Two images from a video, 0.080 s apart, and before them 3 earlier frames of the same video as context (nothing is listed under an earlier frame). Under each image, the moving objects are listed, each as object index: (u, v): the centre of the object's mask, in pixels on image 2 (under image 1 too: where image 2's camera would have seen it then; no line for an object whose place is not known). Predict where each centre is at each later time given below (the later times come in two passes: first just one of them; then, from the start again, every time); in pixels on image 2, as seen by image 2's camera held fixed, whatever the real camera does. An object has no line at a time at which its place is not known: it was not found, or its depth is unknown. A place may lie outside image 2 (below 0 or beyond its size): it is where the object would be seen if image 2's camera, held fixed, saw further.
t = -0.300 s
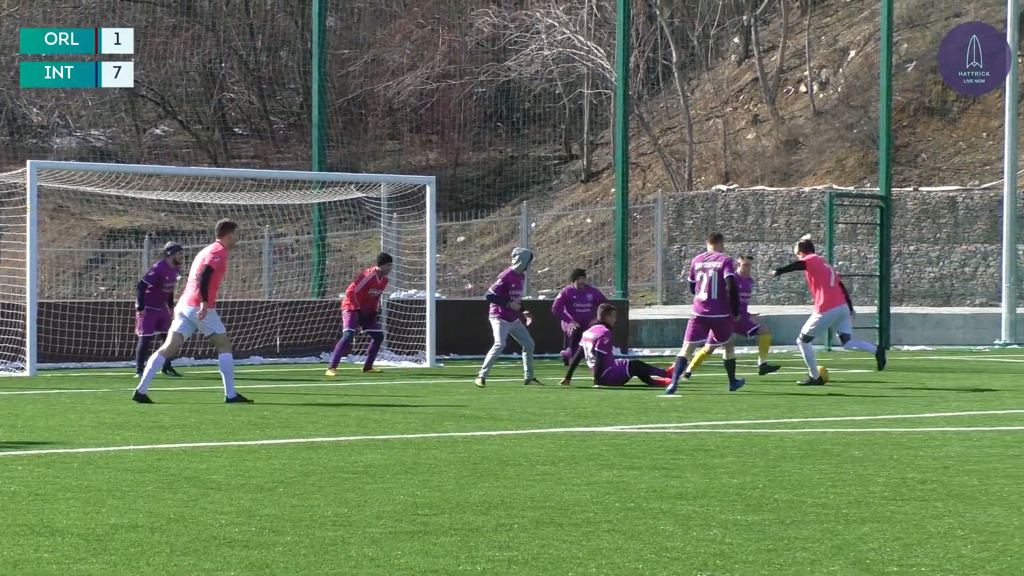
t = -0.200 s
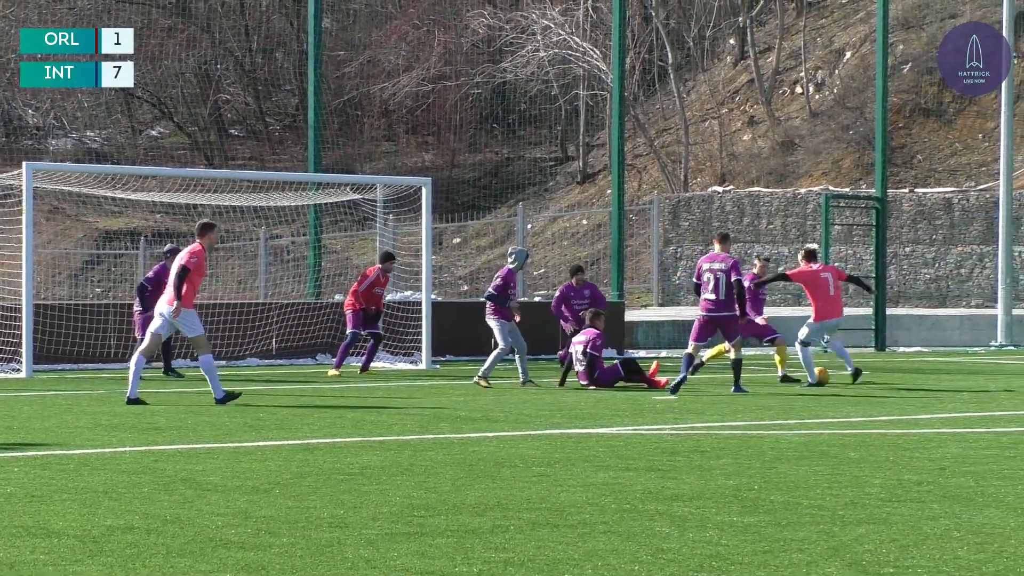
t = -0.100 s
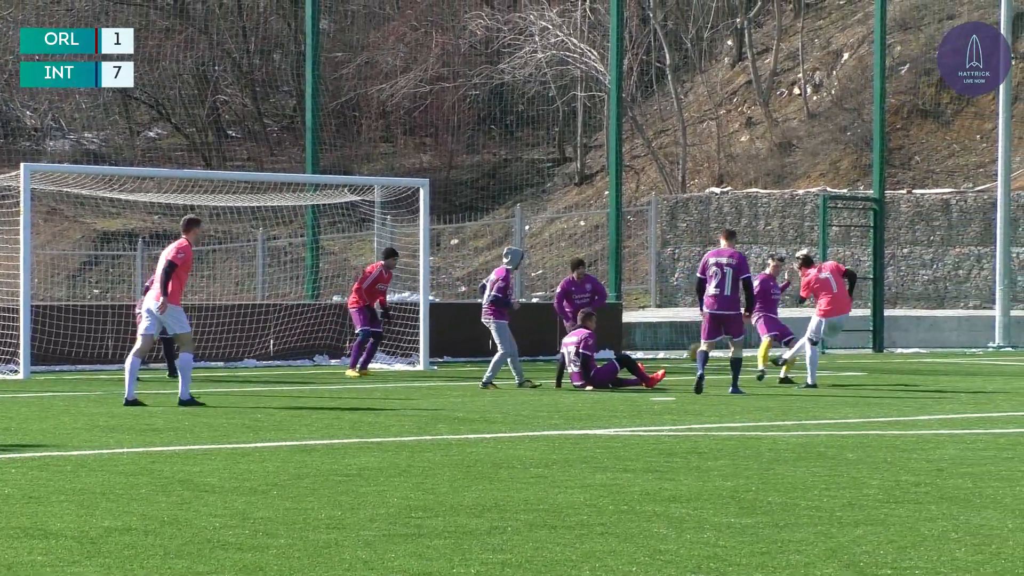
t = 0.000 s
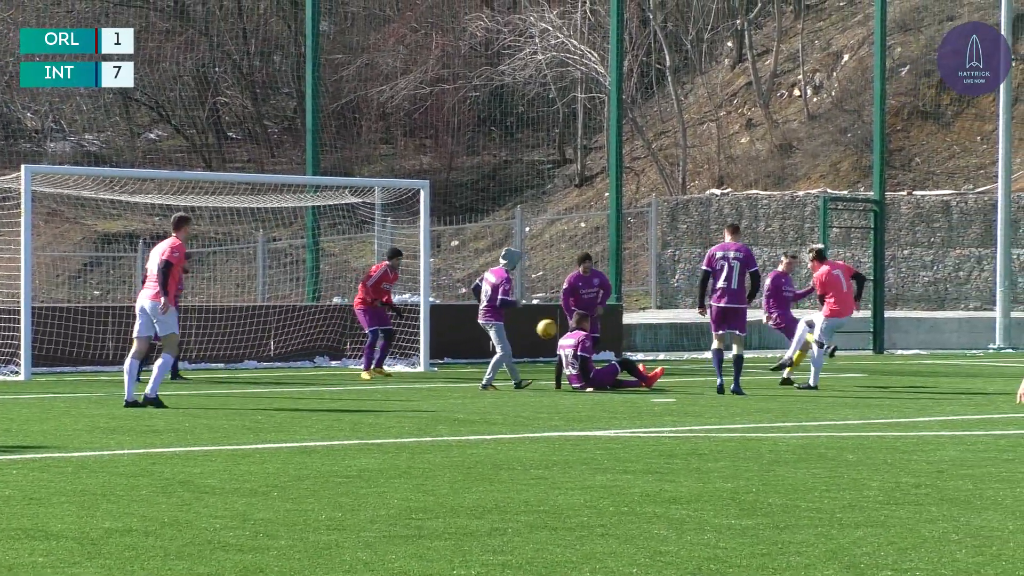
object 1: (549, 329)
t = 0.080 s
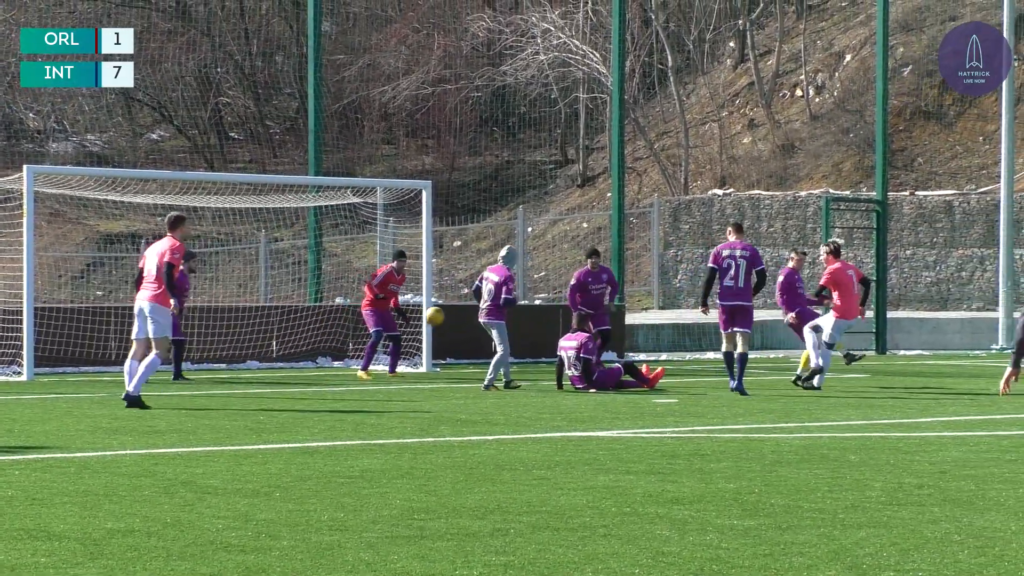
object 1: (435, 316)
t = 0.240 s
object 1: (215, 306)
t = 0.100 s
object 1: (406, 314)
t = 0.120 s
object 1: (379, 312)
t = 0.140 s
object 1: (349, 310)
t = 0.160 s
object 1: (322, 308)
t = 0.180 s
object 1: (294, 307)
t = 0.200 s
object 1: (268, 306)
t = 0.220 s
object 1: (240, 306)
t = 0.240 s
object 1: (215, 306)
